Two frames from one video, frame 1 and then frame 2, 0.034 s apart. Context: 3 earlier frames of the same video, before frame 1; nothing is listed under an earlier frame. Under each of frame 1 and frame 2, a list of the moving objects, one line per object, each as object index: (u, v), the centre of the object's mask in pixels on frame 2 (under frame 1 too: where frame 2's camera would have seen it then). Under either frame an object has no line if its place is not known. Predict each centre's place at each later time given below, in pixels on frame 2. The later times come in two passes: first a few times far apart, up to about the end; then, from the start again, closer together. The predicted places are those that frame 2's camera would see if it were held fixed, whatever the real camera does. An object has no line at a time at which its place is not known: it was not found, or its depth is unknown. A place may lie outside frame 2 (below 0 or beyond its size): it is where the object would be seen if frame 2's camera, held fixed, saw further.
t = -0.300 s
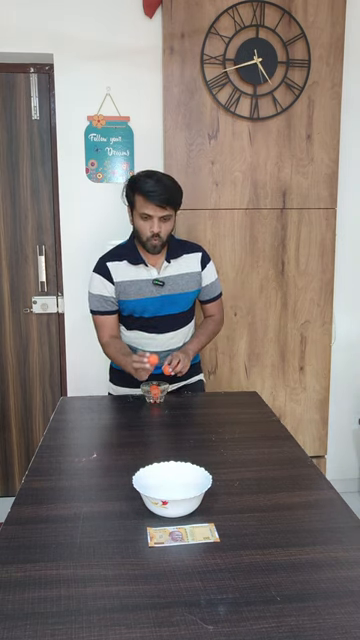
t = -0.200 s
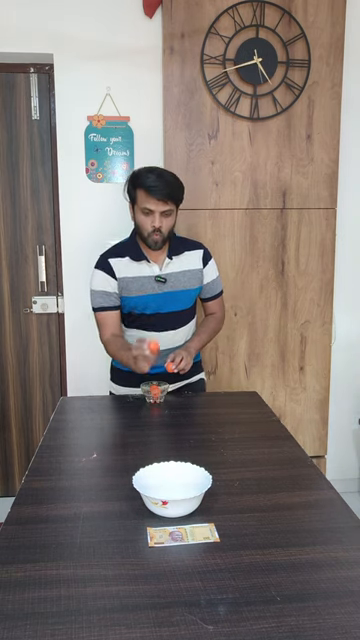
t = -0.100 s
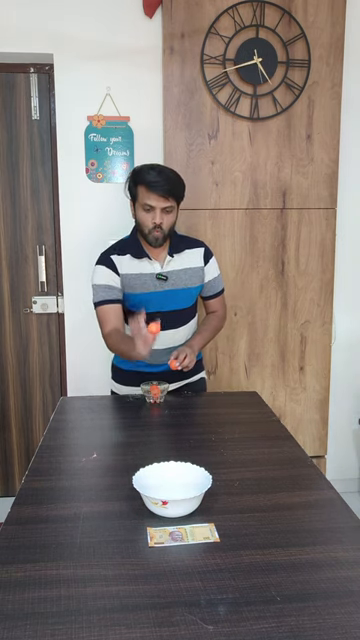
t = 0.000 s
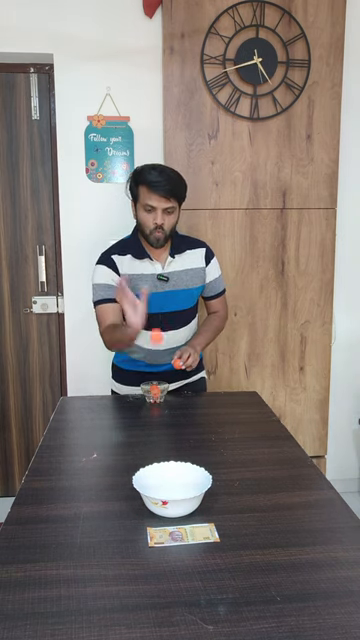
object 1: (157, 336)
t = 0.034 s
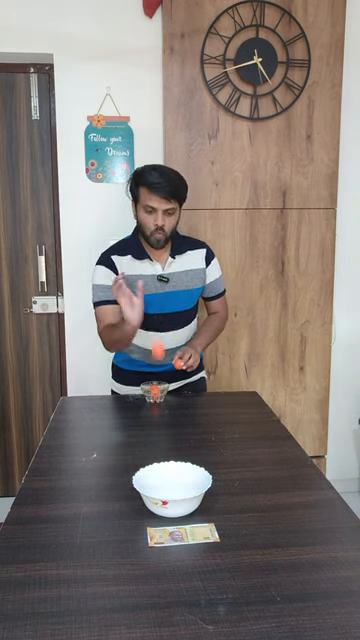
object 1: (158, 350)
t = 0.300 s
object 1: (180, 453)
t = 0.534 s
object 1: (204, 437)
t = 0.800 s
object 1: (230, 429)
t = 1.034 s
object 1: (250, 435)
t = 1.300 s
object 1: (268, 455)
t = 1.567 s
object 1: (287, 461)
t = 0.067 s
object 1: (159, 365)
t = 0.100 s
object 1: (160, 386)
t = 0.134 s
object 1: (162, 415)
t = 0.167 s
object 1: (163, 443)
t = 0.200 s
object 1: (166, 473)
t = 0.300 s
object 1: (180, 453)
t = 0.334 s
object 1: (183, 442)
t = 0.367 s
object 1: (187, 429)
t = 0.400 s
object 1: (190, 421)
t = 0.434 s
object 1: (194, 419)
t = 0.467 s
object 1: (198, 421)
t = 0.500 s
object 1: (201, 427)
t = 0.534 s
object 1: (204, 437)
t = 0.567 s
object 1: (208, 452)
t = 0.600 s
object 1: (211, 464)
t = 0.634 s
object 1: (214, 454)
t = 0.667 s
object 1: (218, 440)
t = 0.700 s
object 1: (221, 432)
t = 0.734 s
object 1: (224, 427)
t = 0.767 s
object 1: (227, 426)
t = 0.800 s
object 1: (230, 429)
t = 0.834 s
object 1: (233, 436)
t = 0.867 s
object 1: (237, 448)
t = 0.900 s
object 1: (240, 459)
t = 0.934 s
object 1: (242, 450)
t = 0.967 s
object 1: (245, 440)
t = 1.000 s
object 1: (247, 436)
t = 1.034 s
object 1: (250, 435)
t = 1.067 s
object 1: (252, 438)
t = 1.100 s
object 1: (255, 445)
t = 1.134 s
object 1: (257, 457)
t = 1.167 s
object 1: (259, 459)
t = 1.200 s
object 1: (262, 453)
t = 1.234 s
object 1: (264, 450)
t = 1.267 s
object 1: (266, 450)
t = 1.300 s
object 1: (268, 455)
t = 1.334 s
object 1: (271, 464)
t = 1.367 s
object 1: (273, 463)
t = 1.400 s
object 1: (275, 458)
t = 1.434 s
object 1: (278, 457)
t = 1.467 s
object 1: (280, 460)
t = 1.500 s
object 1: (282, 466)
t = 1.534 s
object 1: (285, 464)
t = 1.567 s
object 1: (287, 461)
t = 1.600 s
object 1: (290, 462)
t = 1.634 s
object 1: (292, 467)
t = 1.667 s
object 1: (294, 466)
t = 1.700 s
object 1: (296, 464)
